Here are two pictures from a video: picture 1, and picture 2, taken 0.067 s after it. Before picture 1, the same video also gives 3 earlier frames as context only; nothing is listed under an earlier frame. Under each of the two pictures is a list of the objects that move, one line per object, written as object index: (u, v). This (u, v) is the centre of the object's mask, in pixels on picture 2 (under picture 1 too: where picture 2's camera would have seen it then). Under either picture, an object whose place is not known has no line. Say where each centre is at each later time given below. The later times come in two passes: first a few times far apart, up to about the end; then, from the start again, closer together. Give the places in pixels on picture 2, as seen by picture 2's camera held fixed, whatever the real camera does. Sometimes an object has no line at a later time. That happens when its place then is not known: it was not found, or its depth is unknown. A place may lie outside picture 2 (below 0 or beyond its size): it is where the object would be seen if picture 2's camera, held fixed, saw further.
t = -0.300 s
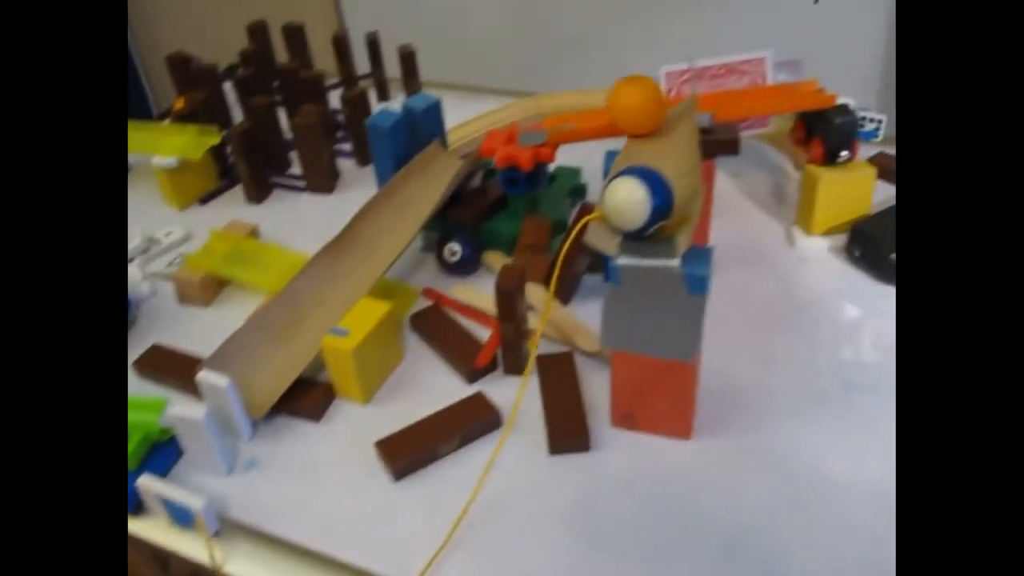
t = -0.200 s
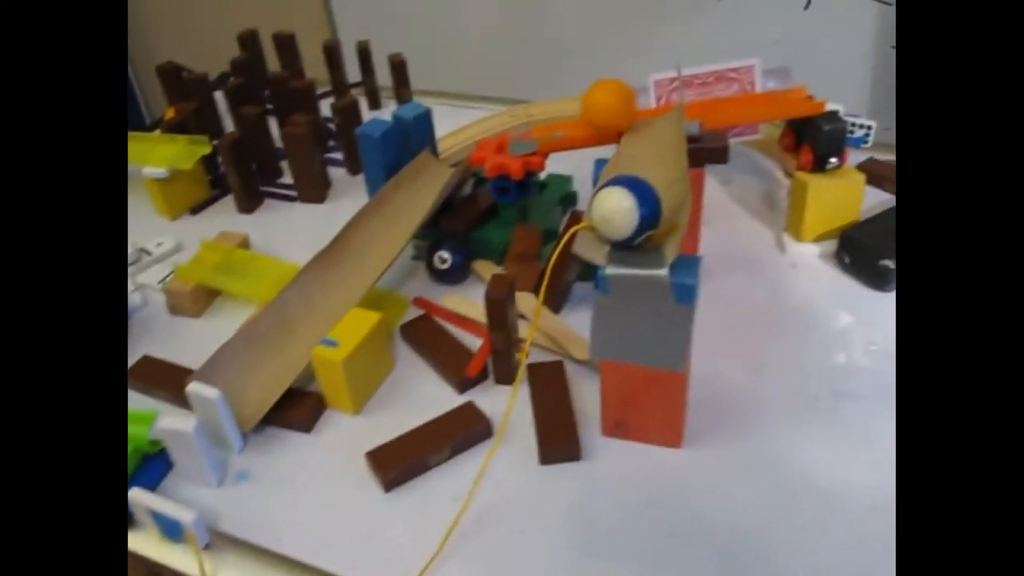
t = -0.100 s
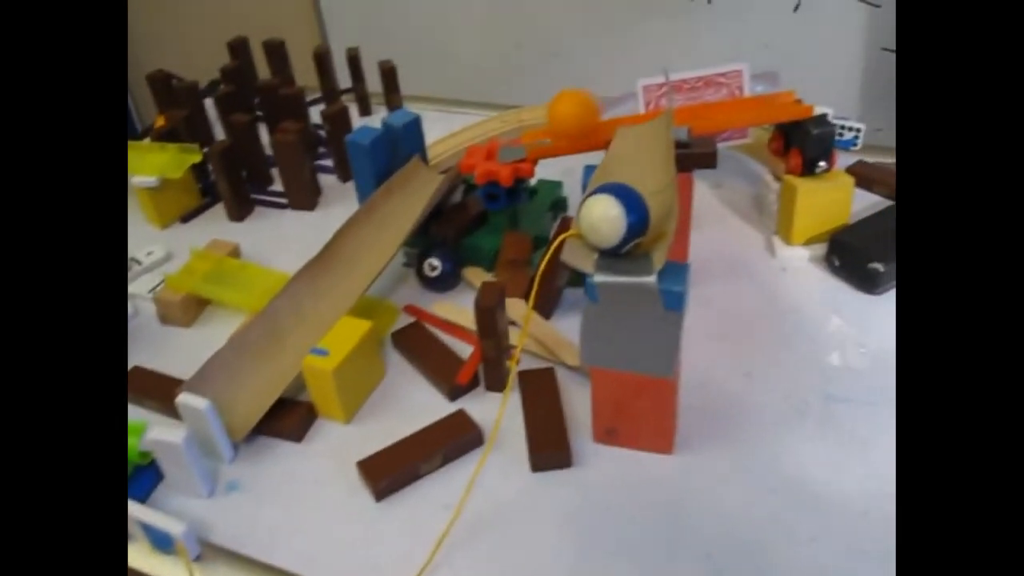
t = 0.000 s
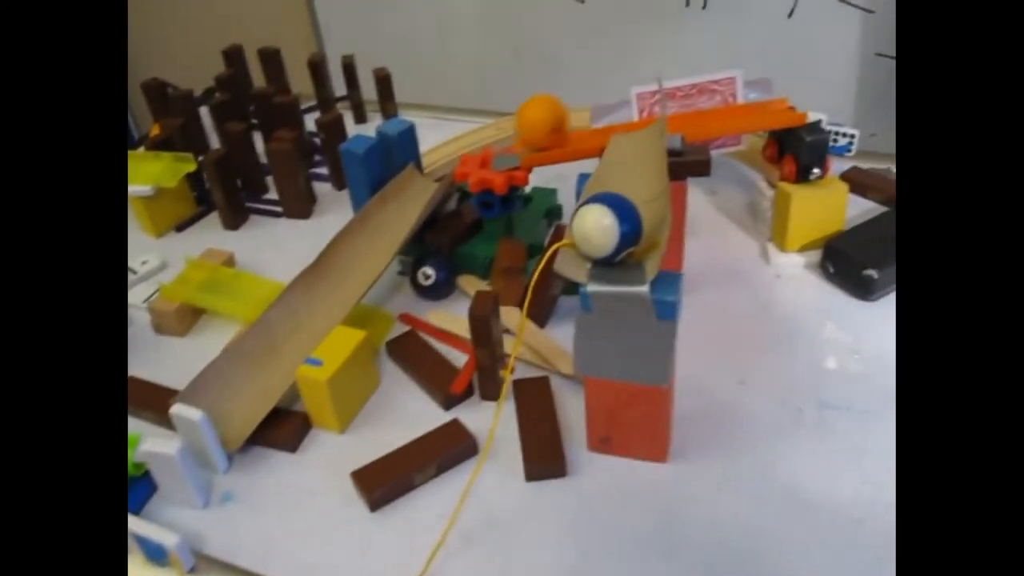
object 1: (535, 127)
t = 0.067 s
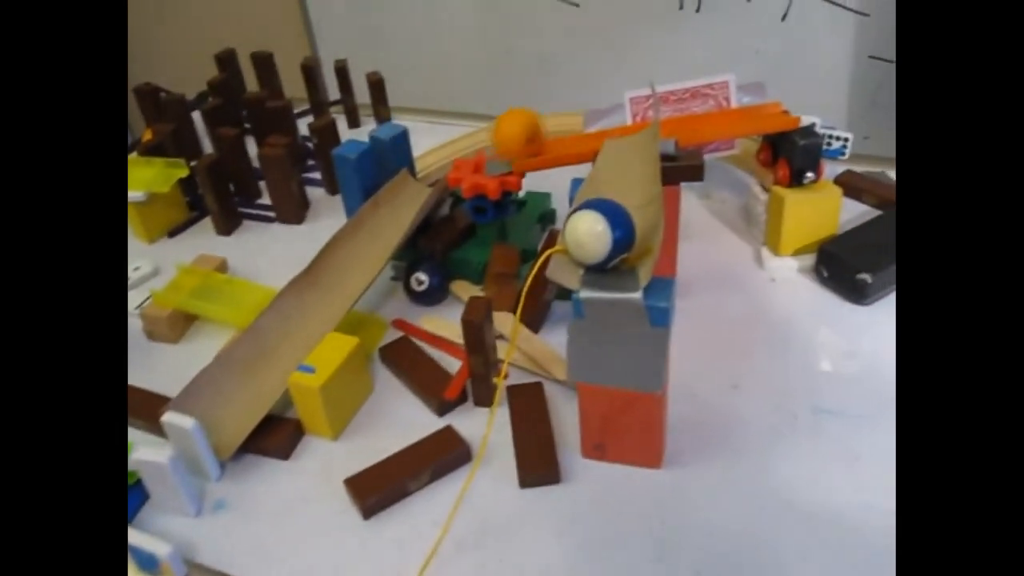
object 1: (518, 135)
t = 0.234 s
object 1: (464, 147)
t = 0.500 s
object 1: (374, 210)
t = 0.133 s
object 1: (498, 141)
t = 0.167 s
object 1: (487, 143)
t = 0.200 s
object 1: (475, 146)
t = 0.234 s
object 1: (464, 147)
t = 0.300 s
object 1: (443, 148)
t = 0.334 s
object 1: (433, 152)
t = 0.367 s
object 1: (424, 162)
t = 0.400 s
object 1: (413, 179)
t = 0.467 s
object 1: (383, 212)
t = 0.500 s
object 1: (374, 210)
